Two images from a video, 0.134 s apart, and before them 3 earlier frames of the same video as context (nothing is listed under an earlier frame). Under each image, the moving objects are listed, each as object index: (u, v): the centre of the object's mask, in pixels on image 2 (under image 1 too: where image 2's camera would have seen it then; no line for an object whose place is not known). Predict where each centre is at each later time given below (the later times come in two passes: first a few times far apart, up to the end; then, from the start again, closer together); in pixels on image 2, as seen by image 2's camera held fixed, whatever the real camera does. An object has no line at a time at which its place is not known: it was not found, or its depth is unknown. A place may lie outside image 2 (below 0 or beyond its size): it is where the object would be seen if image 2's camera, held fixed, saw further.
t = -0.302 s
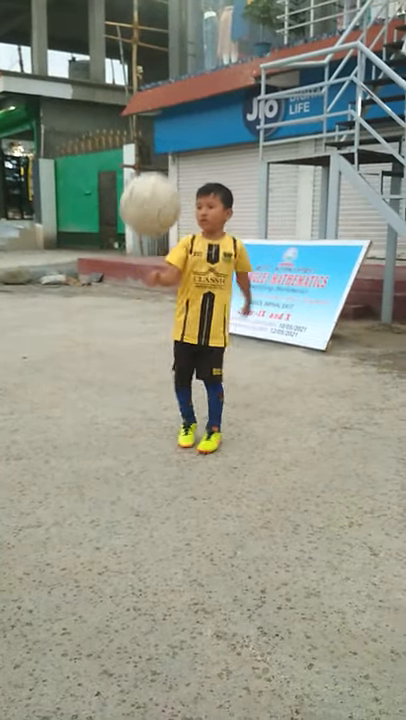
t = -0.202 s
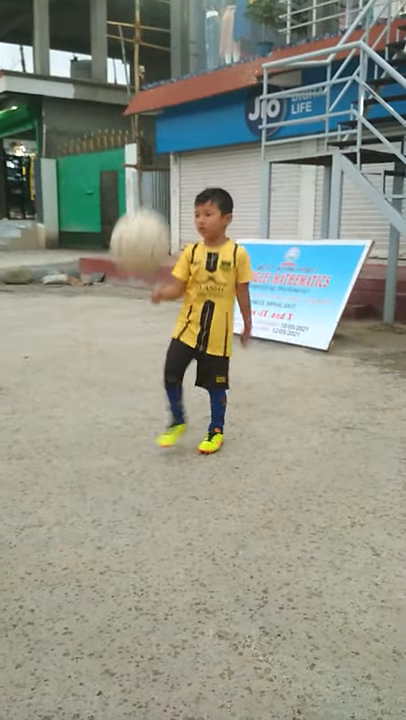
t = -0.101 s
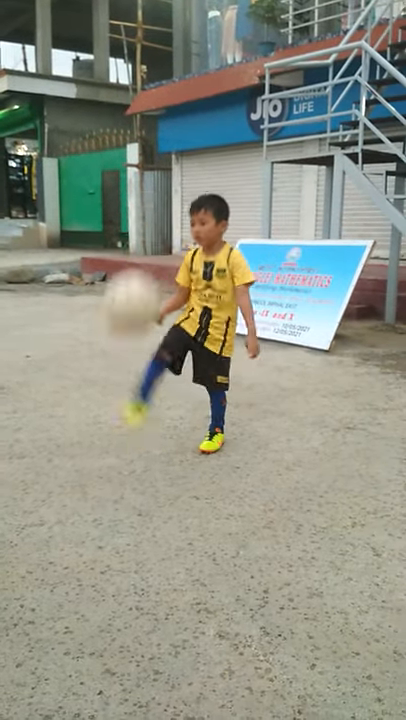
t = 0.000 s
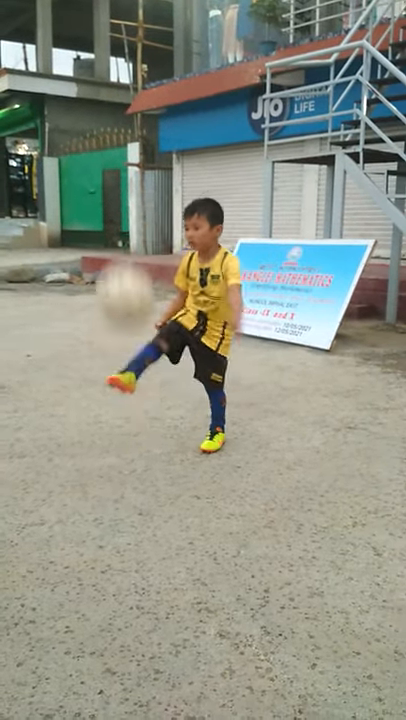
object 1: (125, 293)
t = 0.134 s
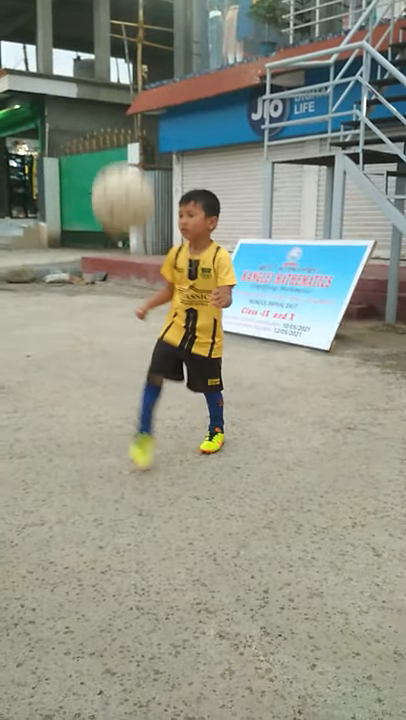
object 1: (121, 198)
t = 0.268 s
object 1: (122, 142)
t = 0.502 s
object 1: (122, 167)
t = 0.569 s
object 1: (123, 205)
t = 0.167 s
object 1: (121, 179)
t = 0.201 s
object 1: (122, 163)
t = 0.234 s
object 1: (121, 151)
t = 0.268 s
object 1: (122, 142)
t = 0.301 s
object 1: (122, 136)
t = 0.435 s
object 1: (122, 143)
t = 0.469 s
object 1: (122, 153)
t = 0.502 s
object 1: (122, 167)
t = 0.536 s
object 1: (123, 184)
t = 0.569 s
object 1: (123, 205)
